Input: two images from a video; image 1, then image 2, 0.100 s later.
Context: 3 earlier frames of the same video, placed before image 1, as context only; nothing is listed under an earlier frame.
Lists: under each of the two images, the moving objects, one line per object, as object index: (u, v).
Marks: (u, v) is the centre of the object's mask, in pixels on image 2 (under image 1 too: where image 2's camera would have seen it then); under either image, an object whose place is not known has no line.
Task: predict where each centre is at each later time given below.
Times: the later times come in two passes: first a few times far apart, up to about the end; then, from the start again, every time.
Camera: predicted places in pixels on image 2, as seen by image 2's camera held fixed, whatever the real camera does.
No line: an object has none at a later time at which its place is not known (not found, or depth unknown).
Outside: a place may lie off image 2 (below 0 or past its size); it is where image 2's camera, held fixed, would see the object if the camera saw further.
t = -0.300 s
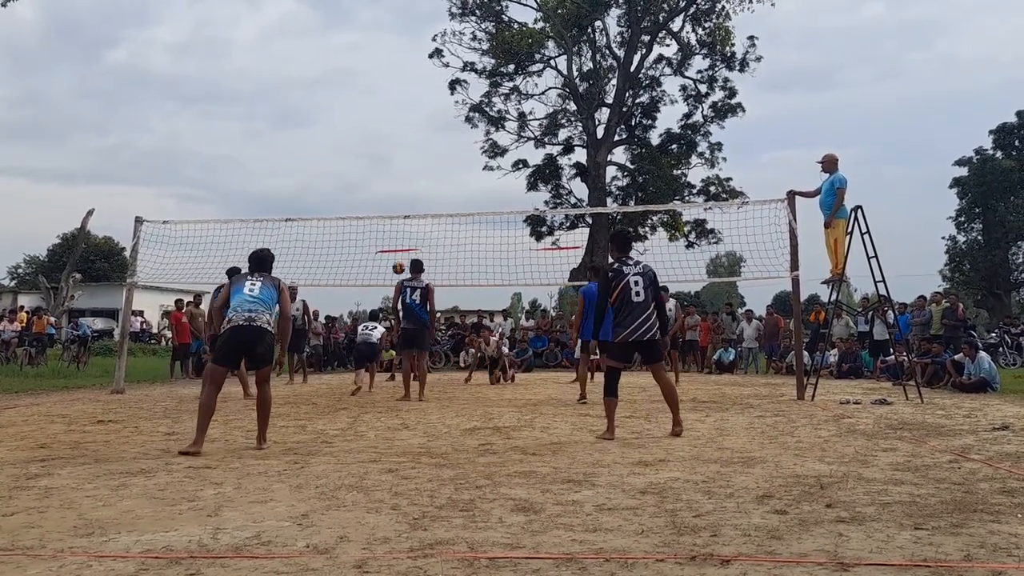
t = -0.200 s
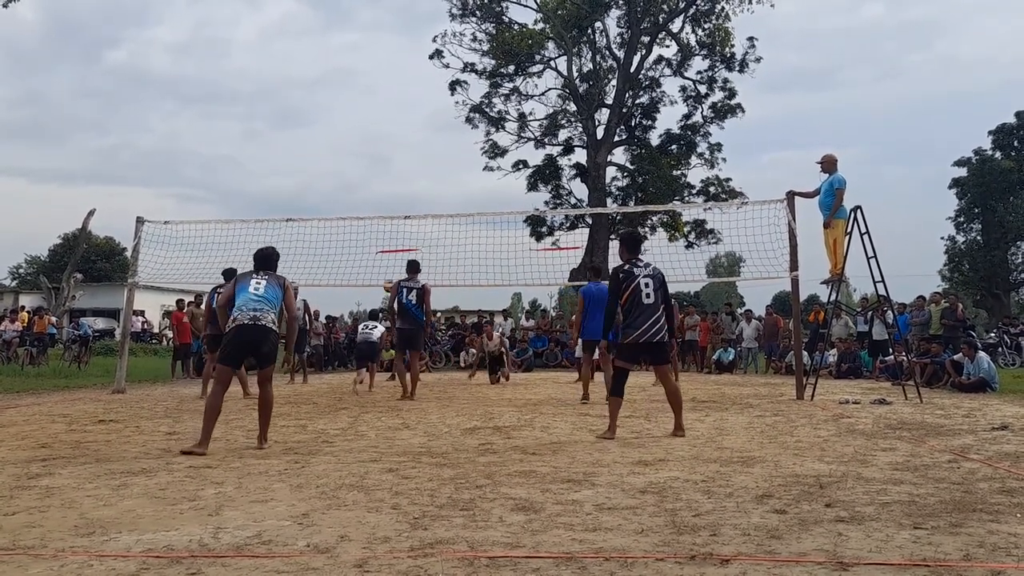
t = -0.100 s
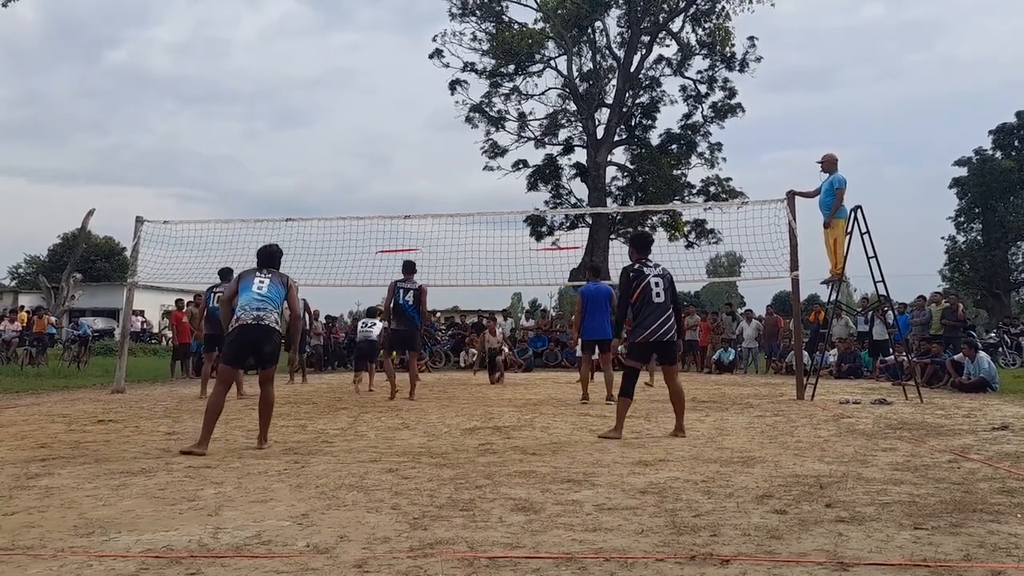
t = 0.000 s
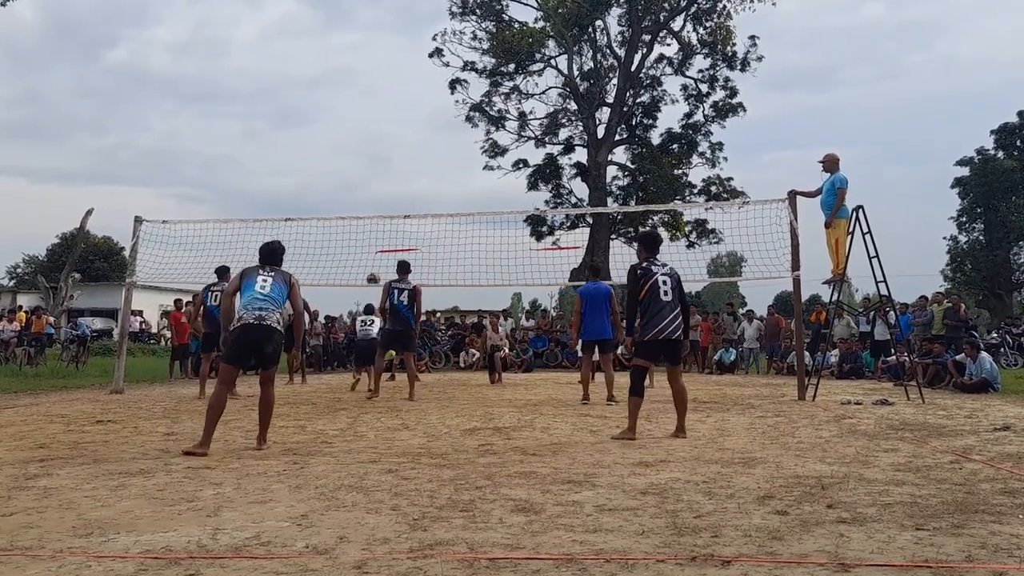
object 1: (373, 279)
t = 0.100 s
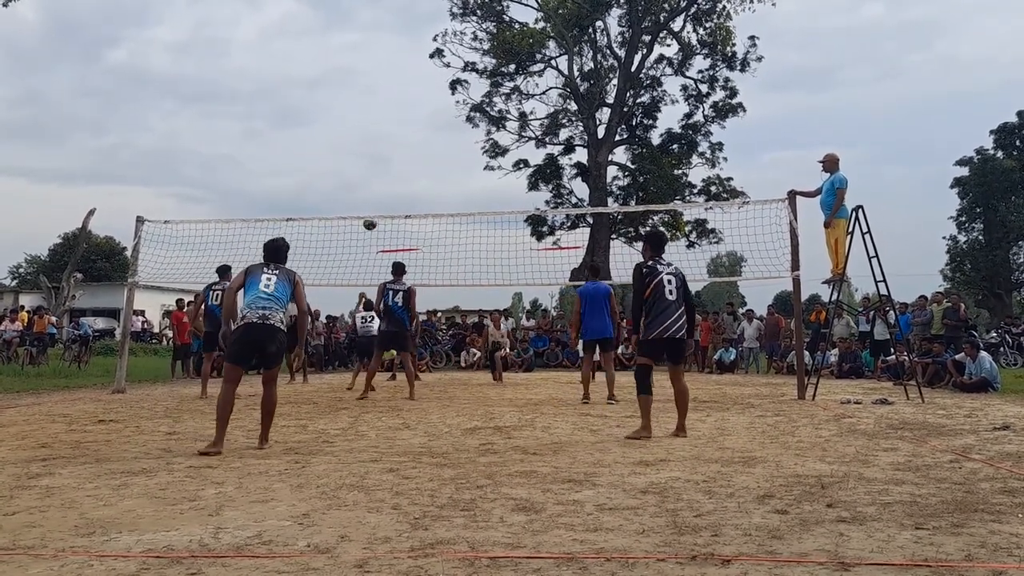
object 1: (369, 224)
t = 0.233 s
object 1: (364, 160)
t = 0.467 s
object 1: (356, 74)
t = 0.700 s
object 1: (349, 22)
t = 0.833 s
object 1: (344, 6)
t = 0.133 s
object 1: (368, 207)
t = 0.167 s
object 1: (367, 191)
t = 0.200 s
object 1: (365, 175)
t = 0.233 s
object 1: (364, 160)
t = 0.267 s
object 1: (363, 145)
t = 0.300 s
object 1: (362, 132)
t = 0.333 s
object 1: (361, 119)
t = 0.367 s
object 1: (359, 106)
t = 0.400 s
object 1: (358, 95)
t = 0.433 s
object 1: (357, 84)
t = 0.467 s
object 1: (356, 74)
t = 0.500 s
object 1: (355, 64)
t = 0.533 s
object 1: (354, 55)
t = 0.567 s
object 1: (353, 48)
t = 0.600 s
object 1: (352, 40)
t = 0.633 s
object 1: (351, 33)
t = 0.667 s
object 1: (350, 27)
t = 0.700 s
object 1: (349, 22)
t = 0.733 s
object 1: (348, 17)
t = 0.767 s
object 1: (347, 12)
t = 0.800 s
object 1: (346, 9)
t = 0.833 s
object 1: (344, 6)
